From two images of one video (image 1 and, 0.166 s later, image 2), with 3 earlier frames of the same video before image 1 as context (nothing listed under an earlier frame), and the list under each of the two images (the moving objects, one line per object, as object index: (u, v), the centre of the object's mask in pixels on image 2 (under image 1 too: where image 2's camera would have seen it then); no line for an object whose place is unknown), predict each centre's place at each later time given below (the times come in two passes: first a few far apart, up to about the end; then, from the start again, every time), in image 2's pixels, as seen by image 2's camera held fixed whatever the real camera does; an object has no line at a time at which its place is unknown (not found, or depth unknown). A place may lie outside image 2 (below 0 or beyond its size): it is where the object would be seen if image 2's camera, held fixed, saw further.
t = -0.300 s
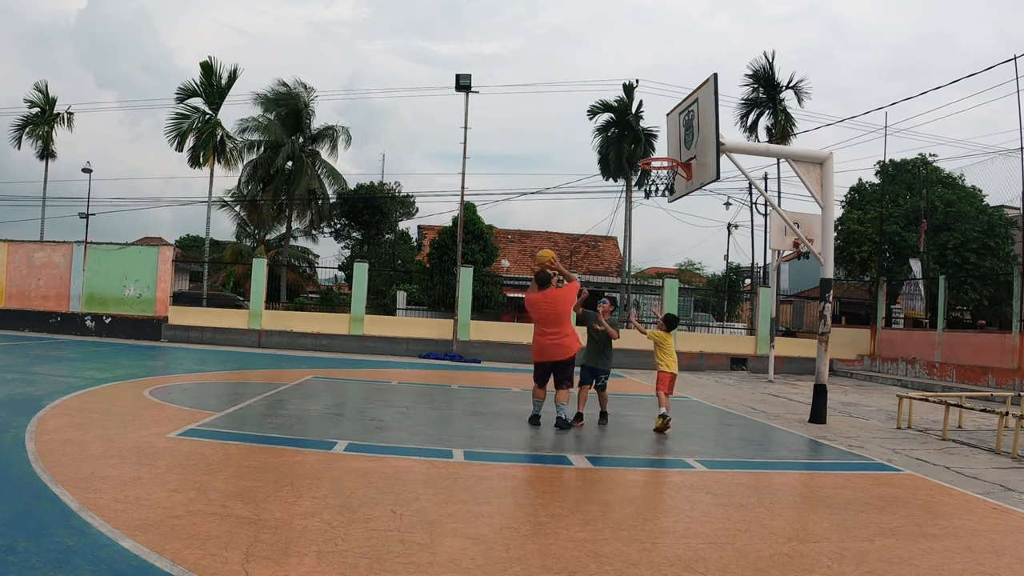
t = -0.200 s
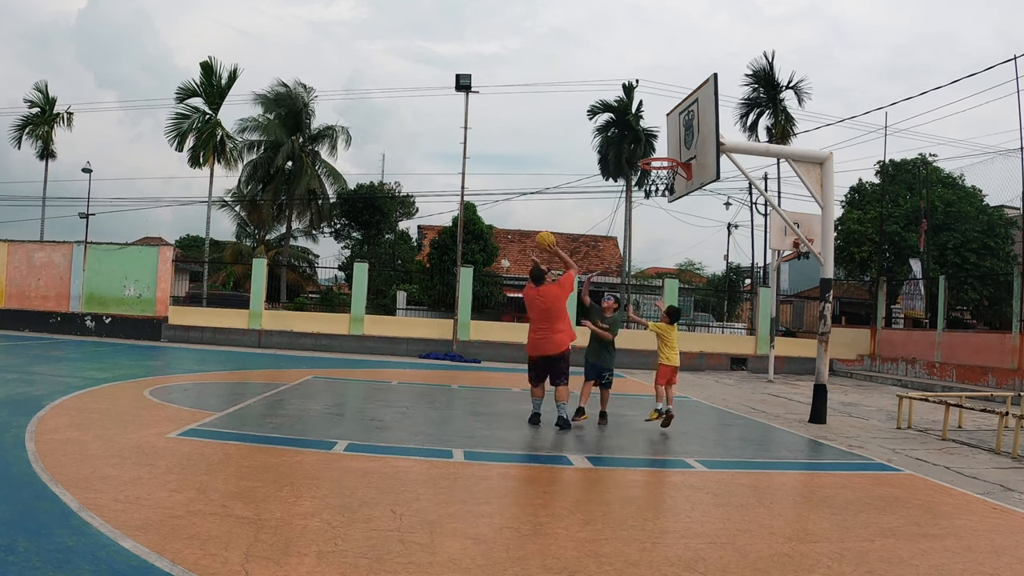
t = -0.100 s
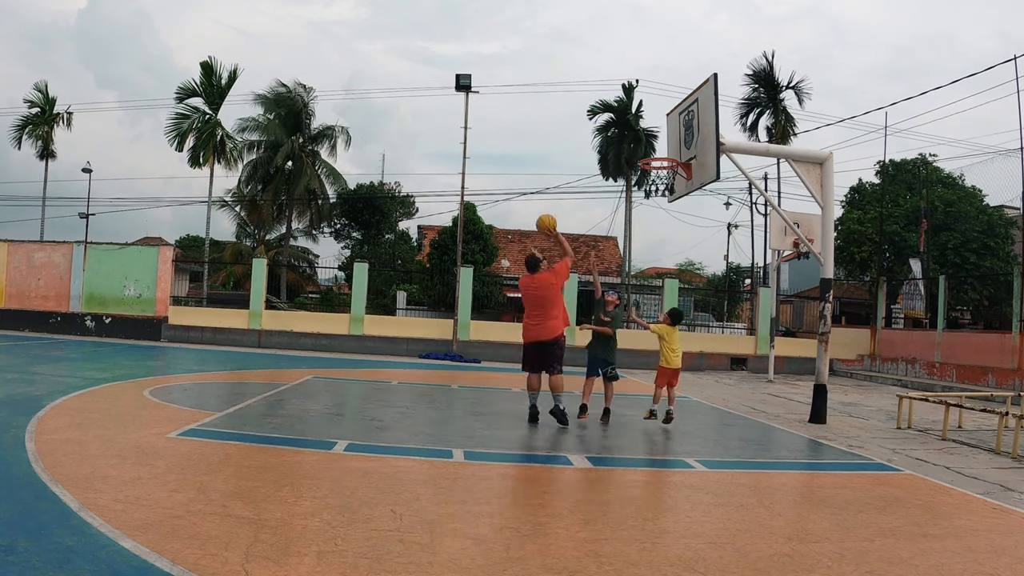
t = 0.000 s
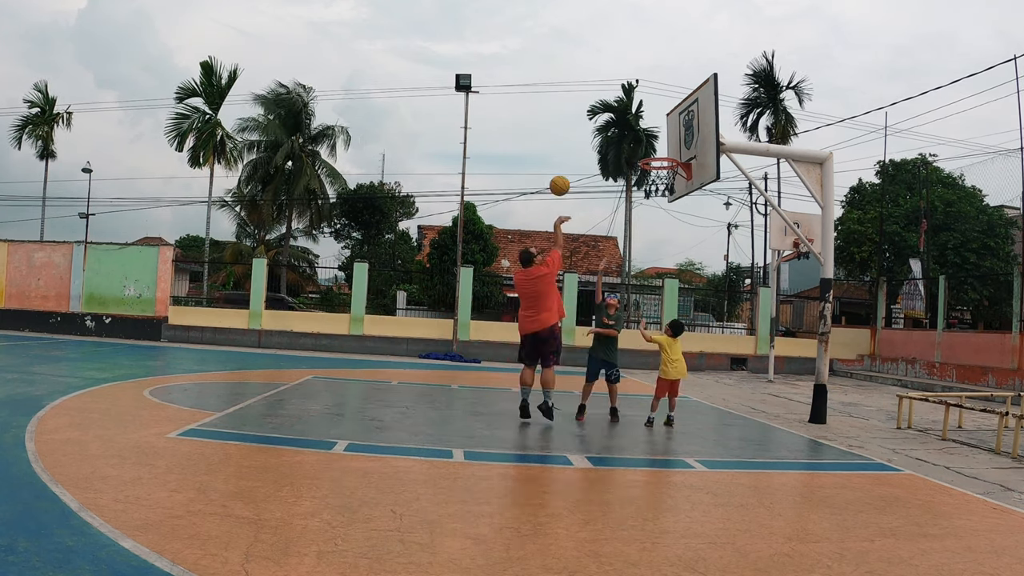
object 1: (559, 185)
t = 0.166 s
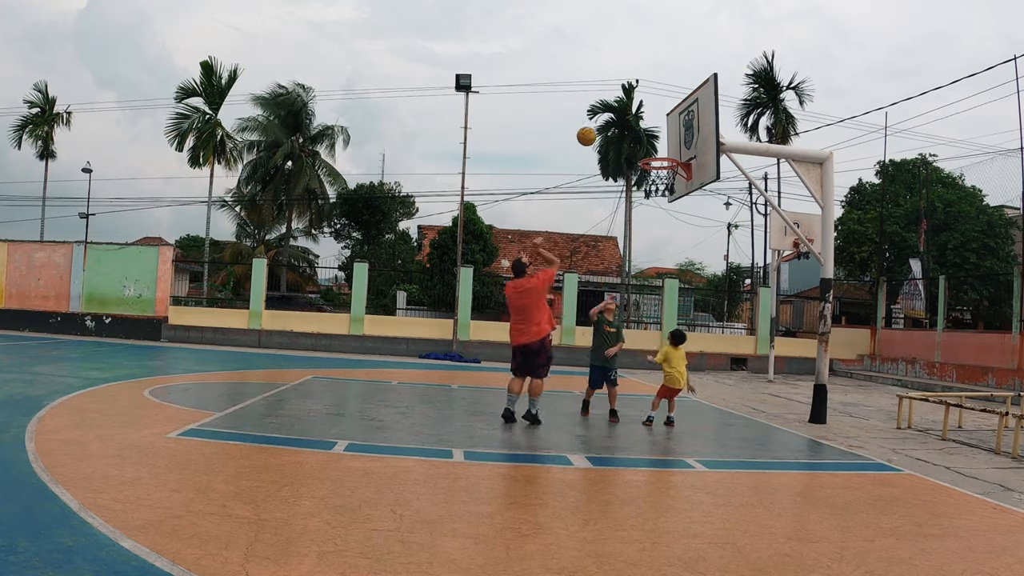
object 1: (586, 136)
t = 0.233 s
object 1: (596, 124)
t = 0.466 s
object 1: (627, 113)
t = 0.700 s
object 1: (656, 144)
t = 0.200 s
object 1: (591, 129)
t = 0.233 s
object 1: (596, 124)
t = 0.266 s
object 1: (601, 119)
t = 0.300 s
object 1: (606, 116)
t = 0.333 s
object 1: (611, 113)
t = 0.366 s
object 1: (615, 112)
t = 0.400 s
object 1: (619, 111)
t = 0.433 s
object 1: (623, 111)
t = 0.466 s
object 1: (627, 113)
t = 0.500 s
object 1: (631, 114)
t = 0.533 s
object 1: (636, 118)
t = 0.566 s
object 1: (640, 121)
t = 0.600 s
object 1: (644, 125)
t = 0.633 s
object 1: (648, 131)
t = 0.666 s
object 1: (652, 137)
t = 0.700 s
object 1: (656, 144)
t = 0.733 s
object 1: (660, 151)
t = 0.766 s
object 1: (664, 161)
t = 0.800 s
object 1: (663, 163)
